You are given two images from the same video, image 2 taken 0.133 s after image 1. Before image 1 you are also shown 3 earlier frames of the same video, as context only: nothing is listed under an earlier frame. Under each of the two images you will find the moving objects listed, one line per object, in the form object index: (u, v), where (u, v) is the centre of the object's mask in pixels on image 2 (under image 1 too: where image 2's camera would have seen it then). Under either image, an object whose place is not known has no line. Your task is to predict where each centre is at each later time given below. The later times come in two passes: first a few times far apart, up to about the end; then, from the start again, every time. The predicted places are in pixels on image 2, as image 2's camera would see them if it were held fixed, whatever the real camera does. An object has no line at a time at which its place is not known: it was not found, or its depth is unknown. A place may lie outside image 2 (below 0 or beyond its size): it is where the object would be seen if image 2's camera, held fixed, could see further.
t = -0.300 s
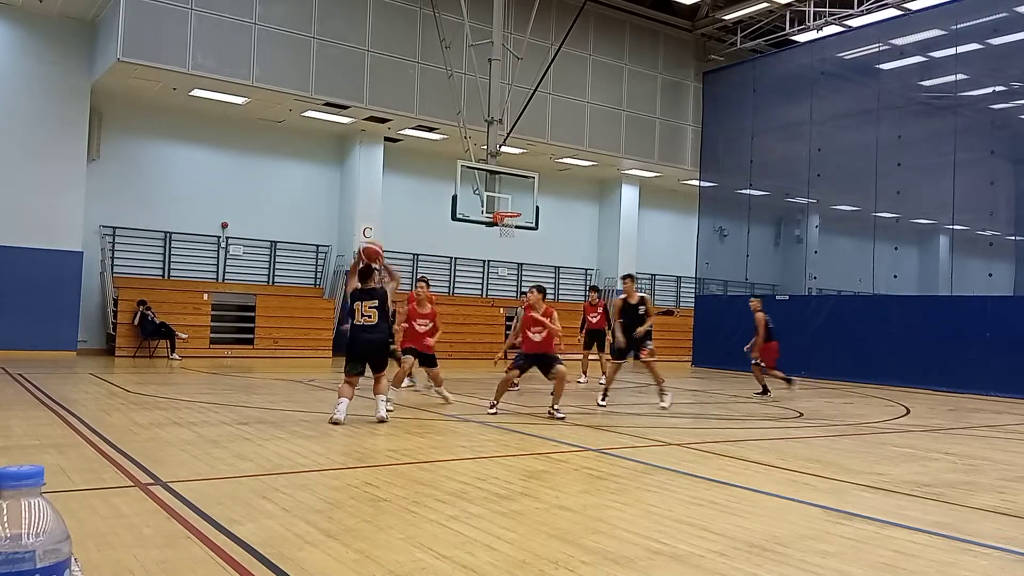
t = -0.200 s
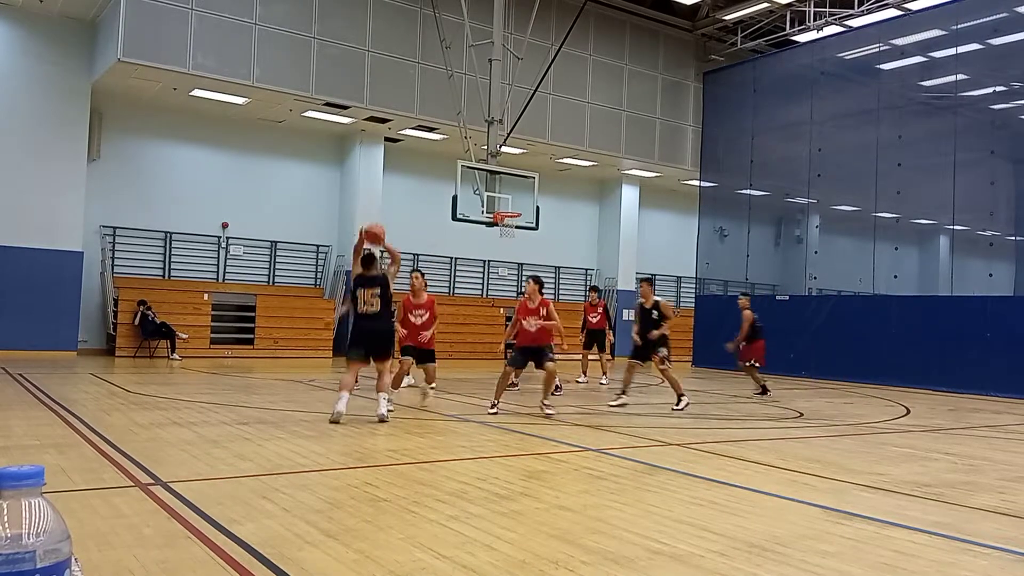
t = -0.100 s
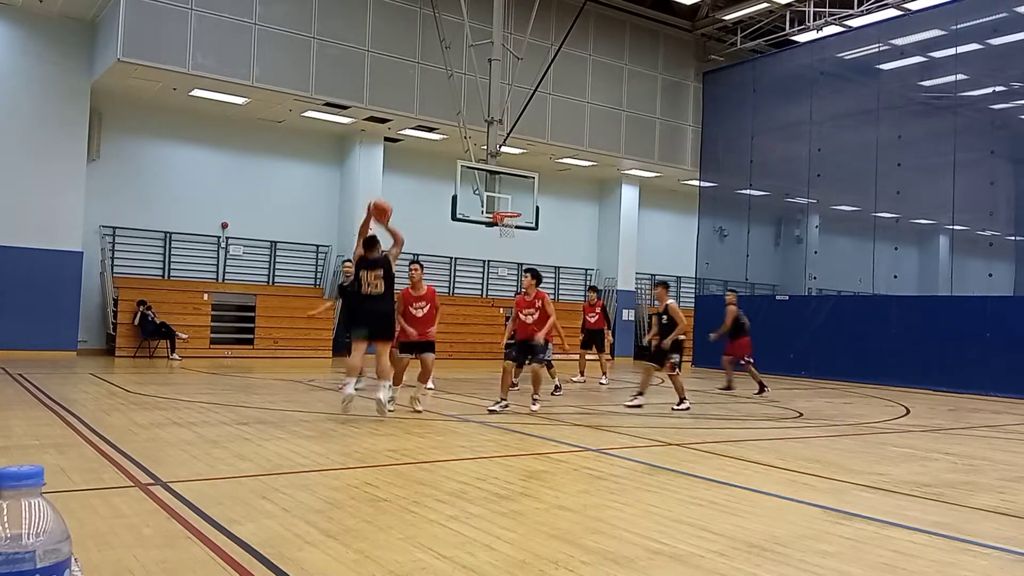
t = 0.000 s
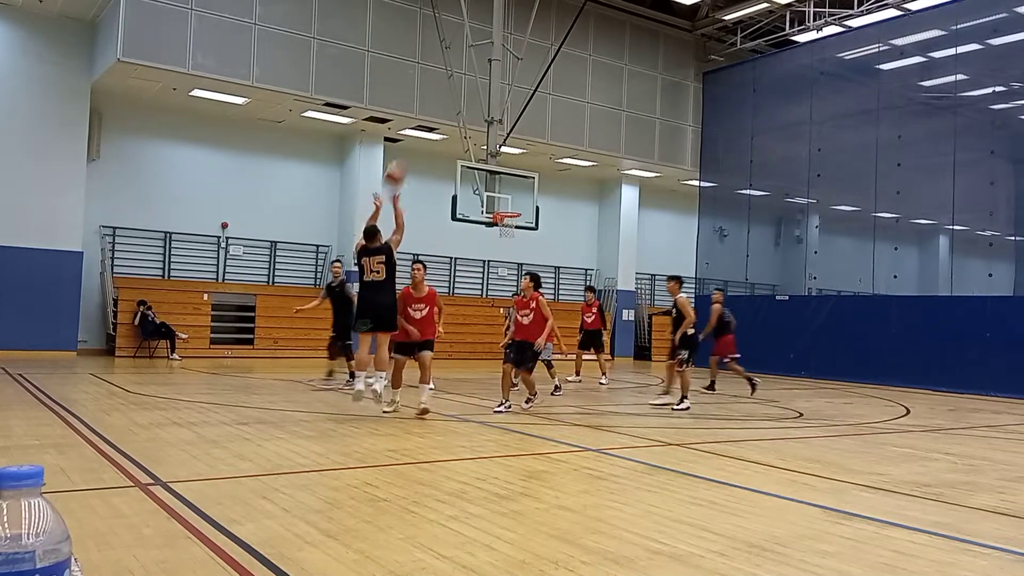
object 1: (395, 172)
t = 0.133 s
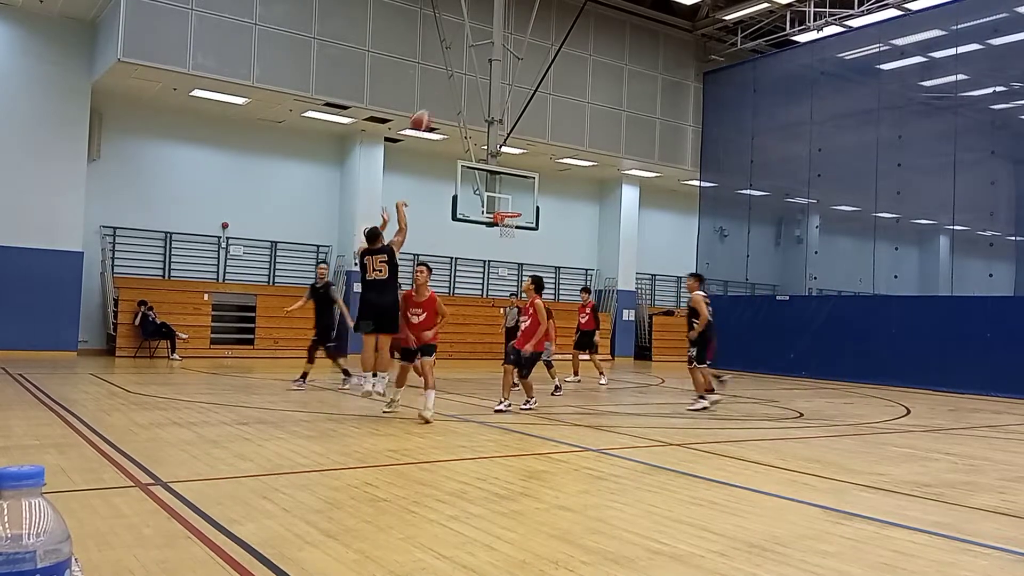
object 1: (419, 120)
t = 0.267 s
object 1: (441, 89)
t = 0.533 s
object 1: (473, 72)
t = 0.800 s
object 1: (496, 102)
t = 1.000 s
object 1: (508, 144)
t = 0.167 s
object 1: (425, 110)
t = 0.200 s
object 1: (431, 103)
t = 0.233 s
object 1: (436, 96)
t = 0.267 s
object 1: (441, 89)
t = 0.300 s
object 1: (445, 84)
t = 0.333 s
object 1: (451, 80)
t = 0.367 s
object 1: (455, 77)
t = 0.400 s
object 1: (460, 74)
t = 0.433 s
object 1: (463, 73)
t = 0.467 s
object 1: (467, 72)
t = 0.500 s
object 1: (470, 72)
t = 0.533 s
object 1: (473, 72)
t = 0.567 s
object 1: (477, 74)
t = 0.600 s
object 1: (480, 76)
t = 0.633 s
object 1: (483, 79)
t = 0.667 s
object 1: (486, 83)
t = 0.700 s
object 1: (489, 86)
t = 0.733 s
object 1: (492, 91)
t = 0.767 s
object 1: (494, 95)
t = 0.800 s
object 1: (496, 102)
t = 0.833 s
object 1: (499, 109)
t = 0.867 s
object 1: (501, 114)
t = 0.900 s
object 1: (503, 121)
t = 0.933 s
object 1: (505, 128)
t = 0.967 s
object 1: (507, 138)
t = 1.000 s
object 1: (508, 144)
